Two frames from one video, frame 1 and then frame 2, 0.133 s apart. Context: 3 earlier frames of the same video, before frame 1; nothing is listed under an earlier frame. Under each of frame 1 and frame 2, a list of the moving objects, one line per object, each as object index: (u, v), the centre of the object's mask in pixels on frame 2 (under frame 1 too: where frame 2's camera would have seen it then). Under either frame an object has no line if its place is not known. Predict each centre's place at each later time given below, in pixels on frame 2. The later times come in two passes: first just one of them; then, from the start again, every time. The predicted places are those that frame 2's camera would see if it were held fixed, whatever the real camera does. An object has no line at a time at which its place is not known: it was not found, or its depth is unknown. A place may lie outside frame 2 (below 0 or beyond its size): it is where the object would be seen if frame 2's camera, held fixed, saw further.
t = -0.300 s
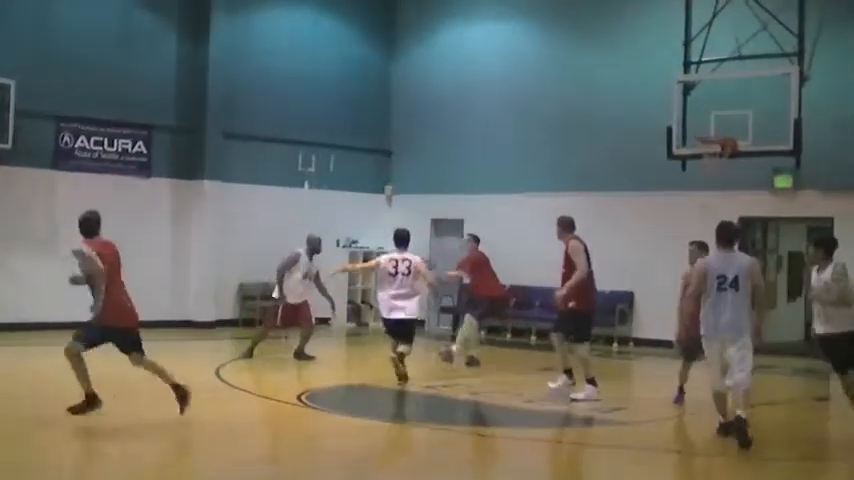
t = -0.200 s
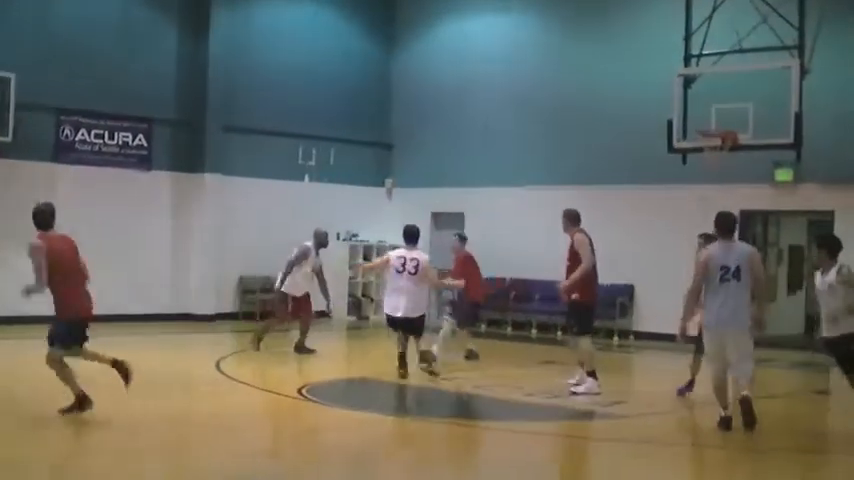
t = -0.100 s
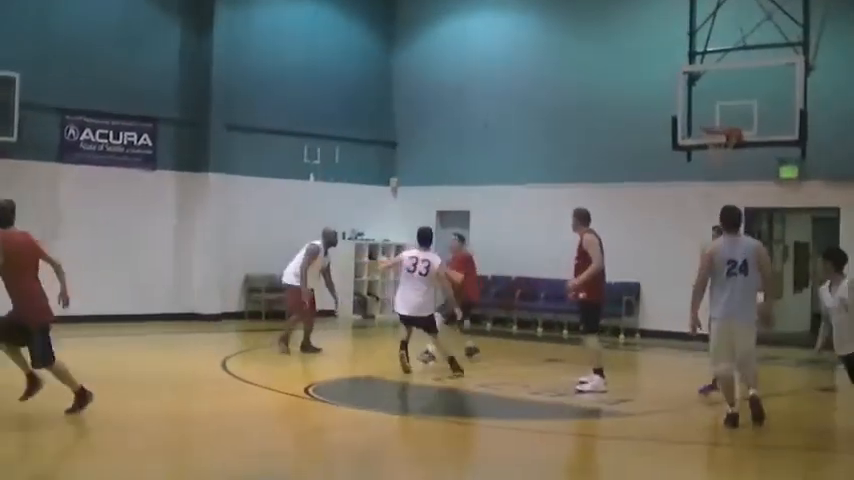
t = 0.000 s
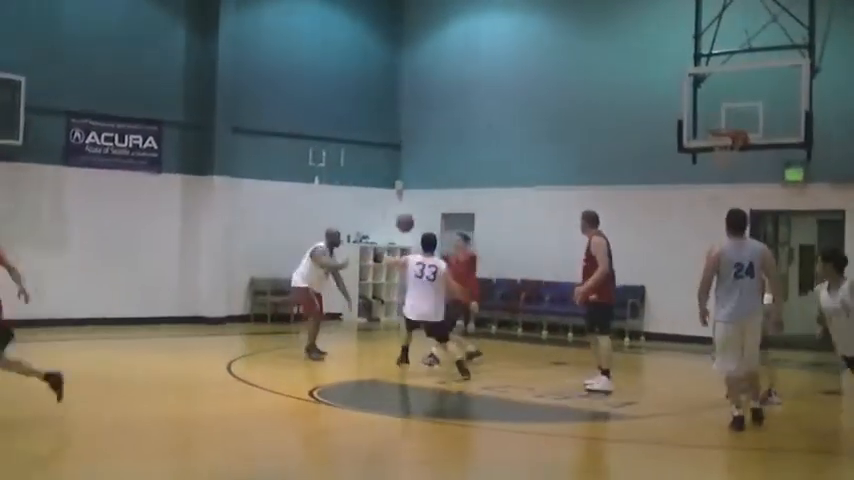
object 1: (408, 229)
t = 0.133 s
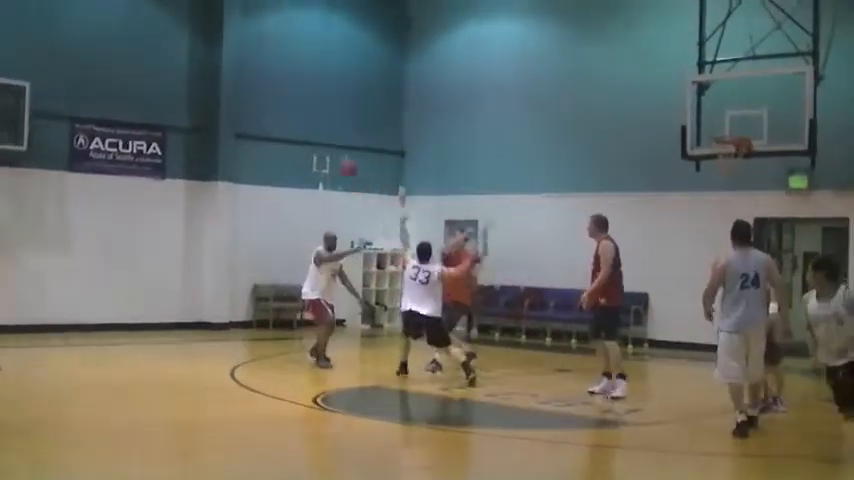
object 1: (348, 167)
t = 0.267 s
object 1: (280, 116)
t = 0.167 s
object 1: (332, 155)
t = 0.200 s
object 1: (313, 141)
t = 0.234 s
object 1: (298, 130)
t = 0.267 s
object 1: (280, 116)
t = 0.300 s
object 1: (262, 104)
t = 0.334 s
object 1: (244, 93)
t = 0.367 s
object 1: (224, 81)
